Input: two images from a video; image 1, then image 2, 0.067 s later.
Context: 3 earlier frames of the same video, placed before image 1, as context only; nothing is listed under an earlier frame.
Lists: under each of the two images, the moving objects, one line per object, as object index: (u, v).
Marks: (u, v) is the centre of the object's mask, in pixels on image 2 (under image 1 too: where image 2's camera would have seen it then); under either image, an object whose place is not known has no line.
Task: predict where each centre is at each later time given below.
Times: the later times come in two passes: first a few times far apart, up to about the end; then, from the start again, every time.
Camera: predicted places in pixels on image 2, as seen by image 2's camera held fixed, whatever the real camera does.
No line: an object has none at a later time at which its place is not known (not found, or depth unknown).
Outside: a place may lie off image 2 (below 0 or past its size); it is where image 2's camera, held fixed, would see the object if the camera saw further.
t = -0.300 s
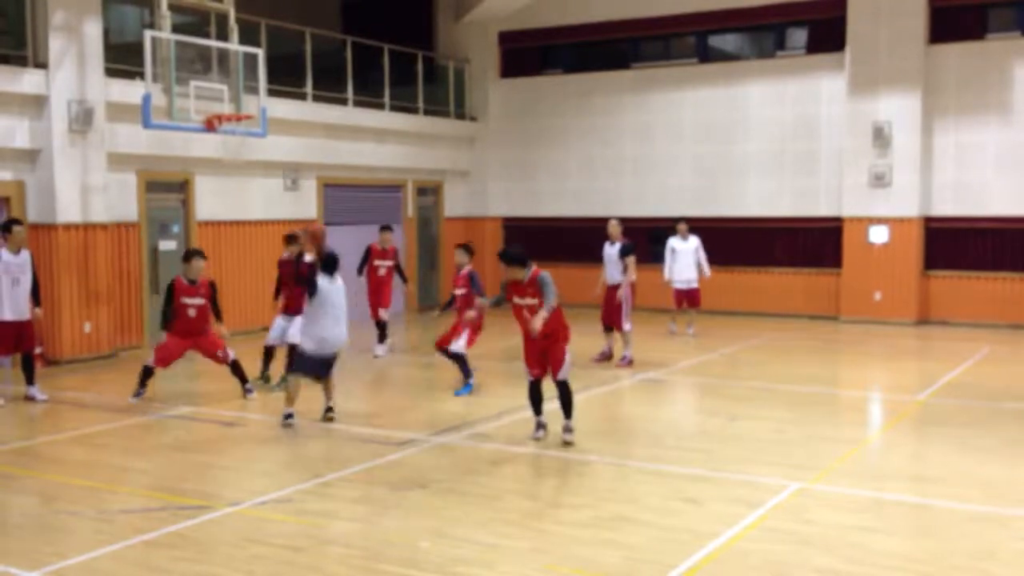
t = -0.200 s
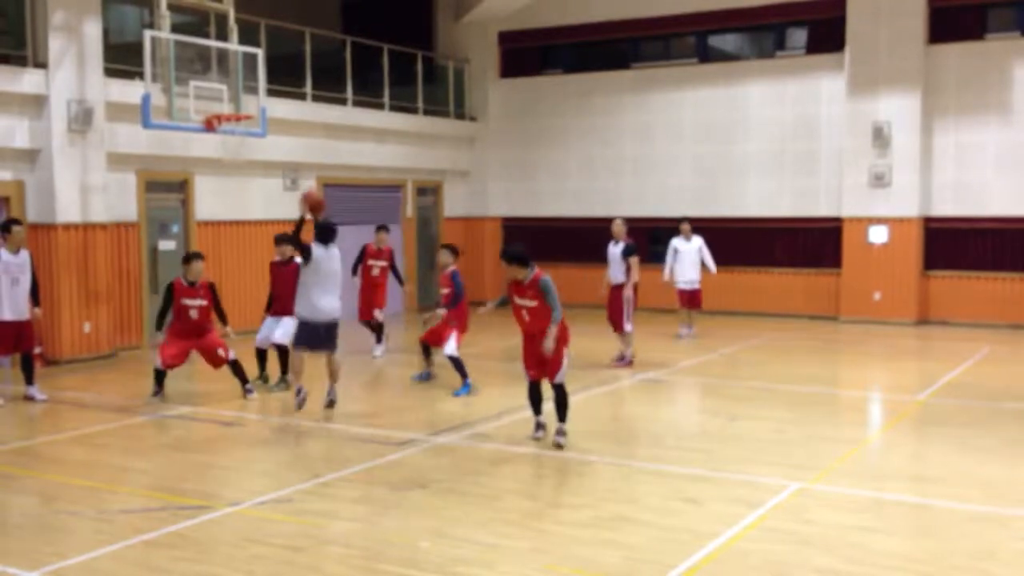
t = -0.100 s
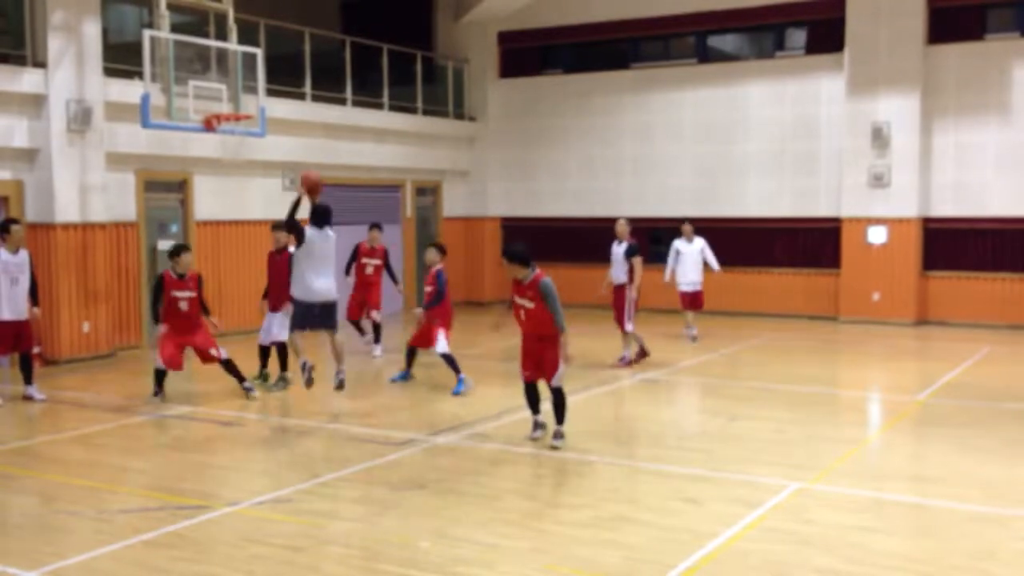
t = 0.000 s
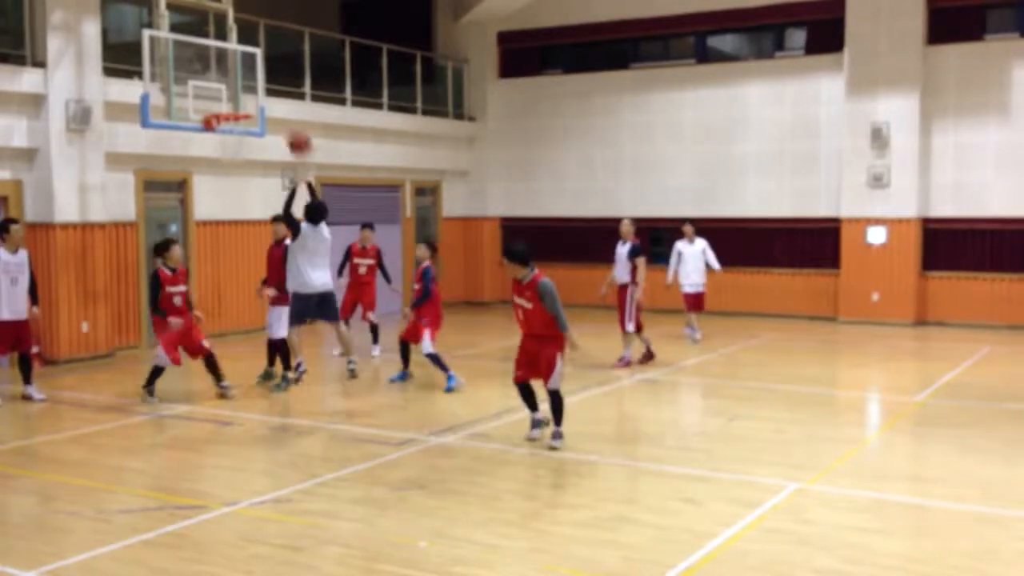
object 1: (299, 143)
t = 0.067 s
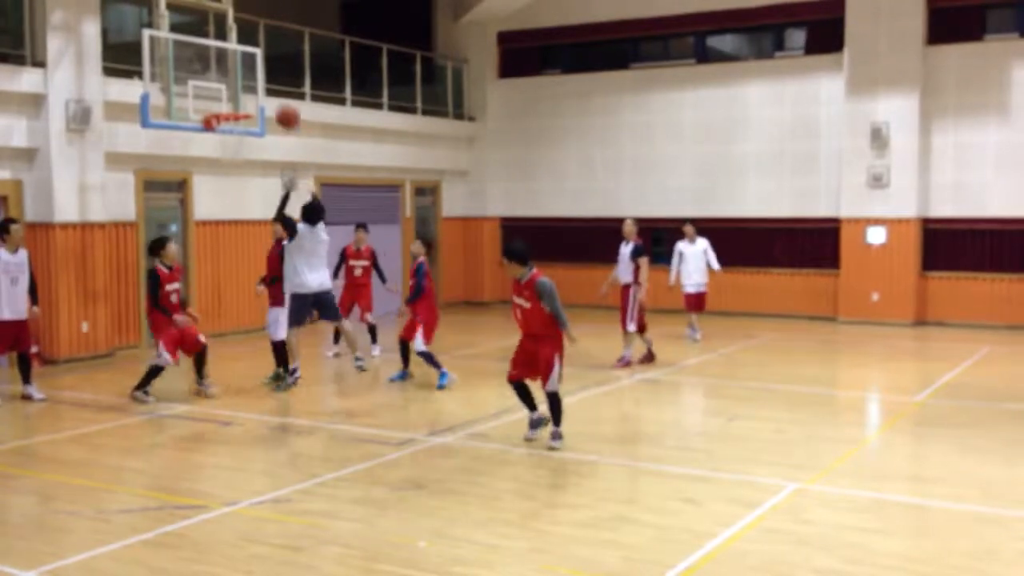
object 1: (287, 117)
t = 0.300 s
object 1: (252, 69)
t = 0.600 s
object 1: (217, 86)
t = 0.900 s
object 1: (246, 82)
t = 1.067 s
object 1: (278, 83)
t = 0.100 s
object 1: (282, 105)
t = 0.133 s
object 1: (277, 95)
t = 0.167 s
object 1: (272, 88)
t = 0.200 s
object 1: (268, 81)
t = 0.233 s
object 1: (263, 76)
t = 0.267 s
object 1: (258, 72)
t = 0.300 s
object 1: (252, 69)
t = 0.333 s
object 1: (249, 67)
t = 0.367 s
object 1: (245, 66)
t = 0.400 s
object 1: (240, 65)
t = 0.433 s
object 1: (238, 67)
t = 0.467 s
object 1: (232, 69)
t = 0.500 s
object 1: (228, 72)
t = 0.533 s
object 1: (225, 74)
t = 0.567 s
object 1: (221, 79)
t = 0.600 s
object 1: (217, 86)
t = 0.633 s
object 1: (214, 92)
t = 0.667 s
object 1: (210, 98)
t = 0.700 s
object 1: (210, 106)
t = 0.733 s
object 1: (216, 99)
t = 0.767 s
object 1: (222, 95)
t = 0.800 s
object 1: (228, 91)
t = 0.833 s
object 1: (234, 86)
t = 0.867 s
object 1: (240, 82)
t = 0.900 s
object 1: (246, 82)
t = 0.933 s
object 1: (253, 80)
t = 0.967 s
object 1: (260, 81)
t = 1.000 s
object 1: (266, 80)
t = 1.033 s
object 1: (273, 81)
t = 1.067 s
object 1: (278, 83)
